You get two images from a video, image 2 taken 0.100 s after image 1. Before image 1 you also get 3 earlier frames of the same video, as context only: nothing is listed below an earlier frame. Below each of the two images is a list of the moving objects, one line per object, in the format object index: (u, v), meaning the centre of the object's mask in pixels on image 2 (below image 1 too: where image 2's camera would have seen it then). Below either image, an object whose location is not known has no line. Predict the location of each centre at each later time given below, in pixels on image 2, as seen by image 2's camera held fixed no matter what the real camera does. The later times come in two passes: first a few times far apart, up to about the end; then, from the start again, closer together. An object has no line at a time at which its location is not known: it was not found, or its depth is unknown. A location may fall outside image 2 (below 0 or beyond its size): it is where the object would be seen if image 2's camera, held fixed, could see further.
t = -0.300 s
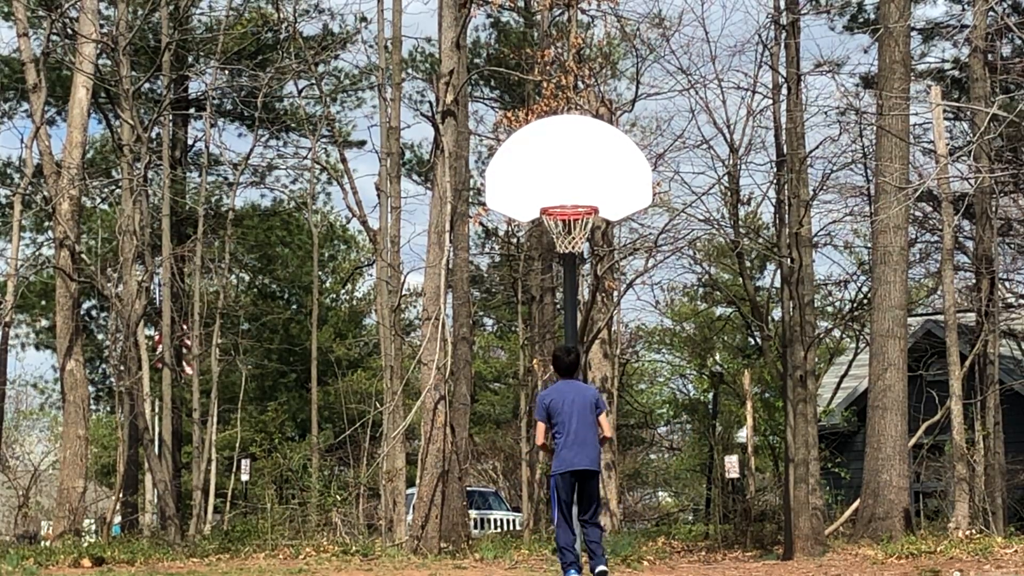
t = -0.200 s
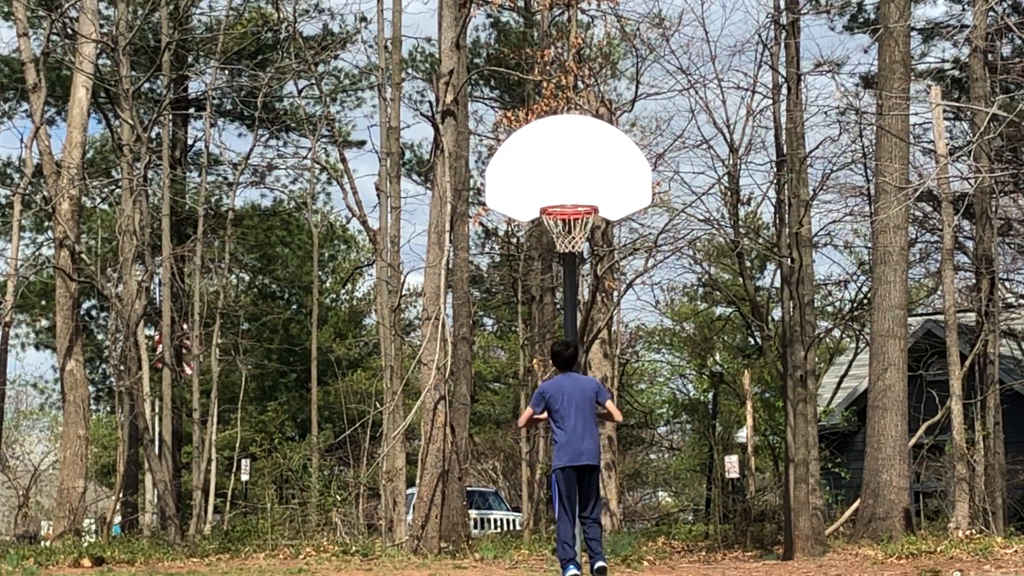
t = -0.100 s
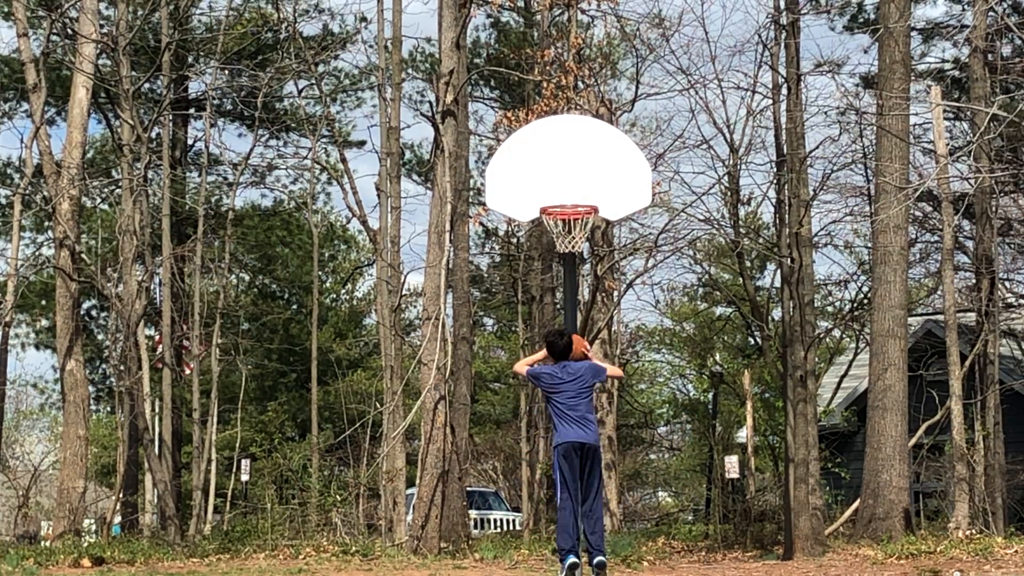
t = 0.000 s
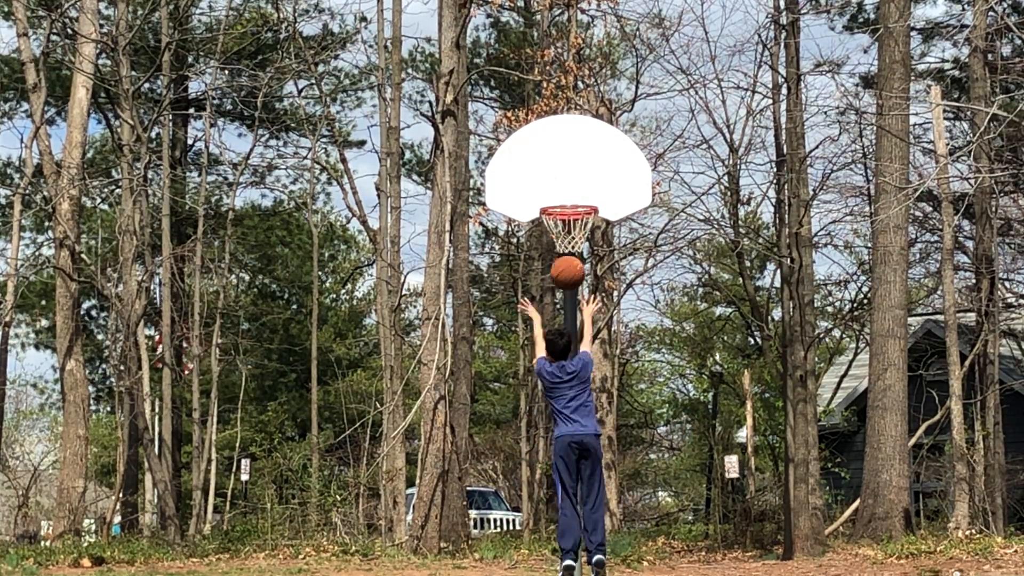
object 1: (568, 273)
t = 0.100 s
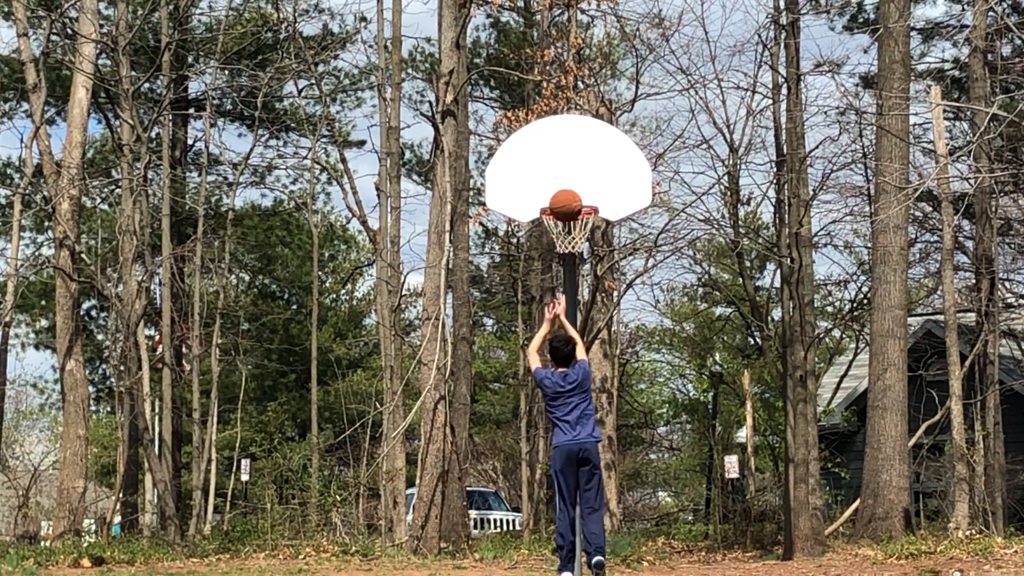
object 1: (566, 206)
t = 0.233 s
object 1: (563, 140)
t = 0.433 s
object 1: (561, 92)
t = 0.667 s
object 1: (561, 103)
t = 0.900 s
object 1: (563, 178)
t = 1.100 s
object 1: (586, 256)
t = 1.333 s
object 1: (615, 341)
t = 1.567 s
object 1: (648, 499)
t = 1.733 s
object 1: (661, 502)
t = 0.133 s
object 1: (565, 187)
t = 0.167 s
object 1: (564, 169)
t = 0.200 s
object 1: (564, 154)
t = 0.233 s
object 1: (563, 140)
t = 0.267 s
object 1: (563, 128)
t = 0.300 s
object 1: (562, 117)
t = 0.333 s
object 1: (562, 108)
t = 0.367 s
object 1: (562, 101)
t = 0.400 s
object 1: (561, 96)
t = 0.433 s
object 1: (561, 92)
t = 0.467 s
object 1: (561, 90)
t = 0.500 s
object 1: (561, 89)
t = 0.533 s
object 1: (561, 89)
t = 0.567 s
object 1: (561, 90)
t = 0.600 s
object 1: (561, 93)
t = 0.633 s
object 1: (560, 98)
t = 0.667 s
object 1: (561, 103)
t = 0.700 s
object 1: (561, 110)
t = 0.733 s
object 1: (561, 119)
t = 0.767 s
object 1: (562, 128)
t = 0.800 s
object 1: (562, 139)
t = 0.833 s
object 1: (562, 151)
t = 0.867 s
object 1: (563, 164)
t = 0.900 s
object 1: (563, 178)
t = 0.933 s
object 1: (563, 193)
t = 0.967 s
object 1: (565, 207)
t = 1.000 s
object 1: (568, 221)
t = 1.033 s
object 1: (576, 231)
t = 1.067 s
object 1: (582, 246)
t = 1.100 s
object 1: (586, 256)
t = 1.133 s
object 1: (590, 262)
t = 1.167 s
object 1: (594, 272)
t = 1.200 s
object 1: (598, 283)
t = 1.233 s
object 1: (602, 295)
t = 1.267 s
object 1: (606, 309)
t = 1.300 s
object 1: (611, 325)
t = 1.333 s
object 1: (615, 341)
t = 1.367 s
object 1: (620, 360)
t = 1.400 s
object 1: (624, 379)
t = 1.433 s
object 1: (629, 400)
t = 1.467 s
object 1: (634, 422)
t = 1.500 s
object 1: (638, 446)
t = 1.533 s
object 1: (643, 472)
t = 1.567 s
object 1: (648, 499)
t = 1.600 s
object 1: (653, 527)
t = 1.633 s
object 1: (658, 558)
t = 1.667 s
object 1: (659, 549)
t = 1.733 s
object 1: (661, 502)
